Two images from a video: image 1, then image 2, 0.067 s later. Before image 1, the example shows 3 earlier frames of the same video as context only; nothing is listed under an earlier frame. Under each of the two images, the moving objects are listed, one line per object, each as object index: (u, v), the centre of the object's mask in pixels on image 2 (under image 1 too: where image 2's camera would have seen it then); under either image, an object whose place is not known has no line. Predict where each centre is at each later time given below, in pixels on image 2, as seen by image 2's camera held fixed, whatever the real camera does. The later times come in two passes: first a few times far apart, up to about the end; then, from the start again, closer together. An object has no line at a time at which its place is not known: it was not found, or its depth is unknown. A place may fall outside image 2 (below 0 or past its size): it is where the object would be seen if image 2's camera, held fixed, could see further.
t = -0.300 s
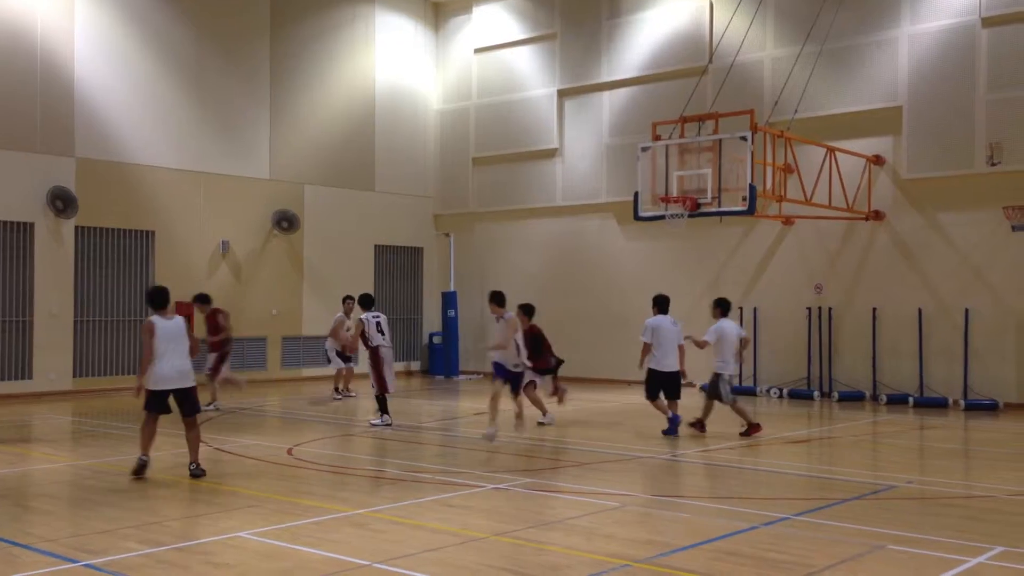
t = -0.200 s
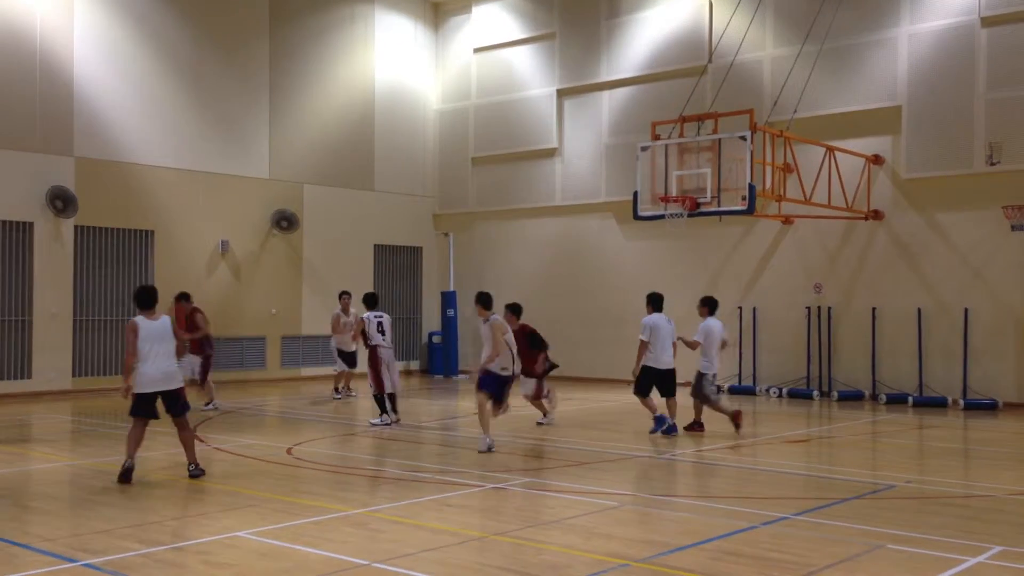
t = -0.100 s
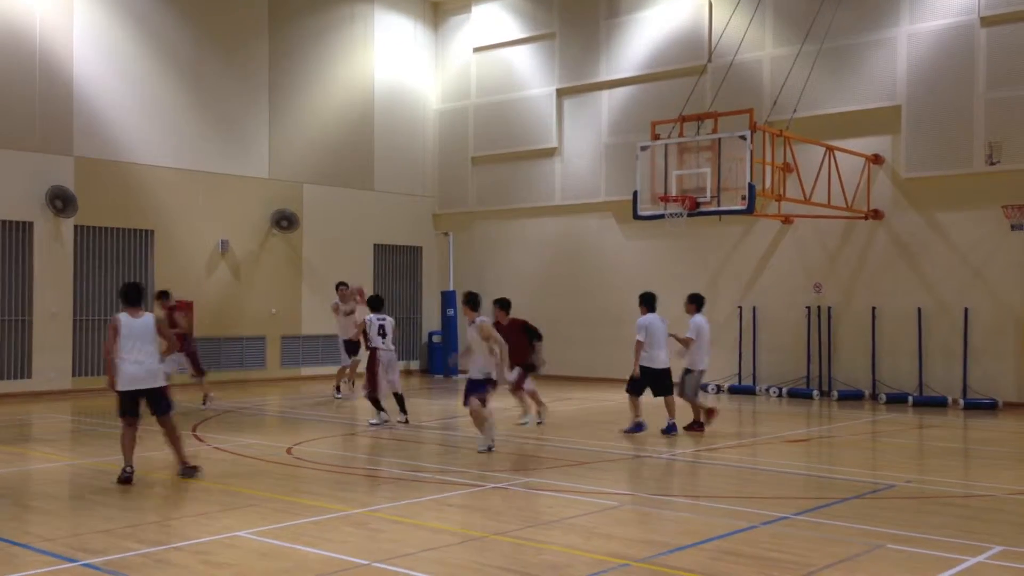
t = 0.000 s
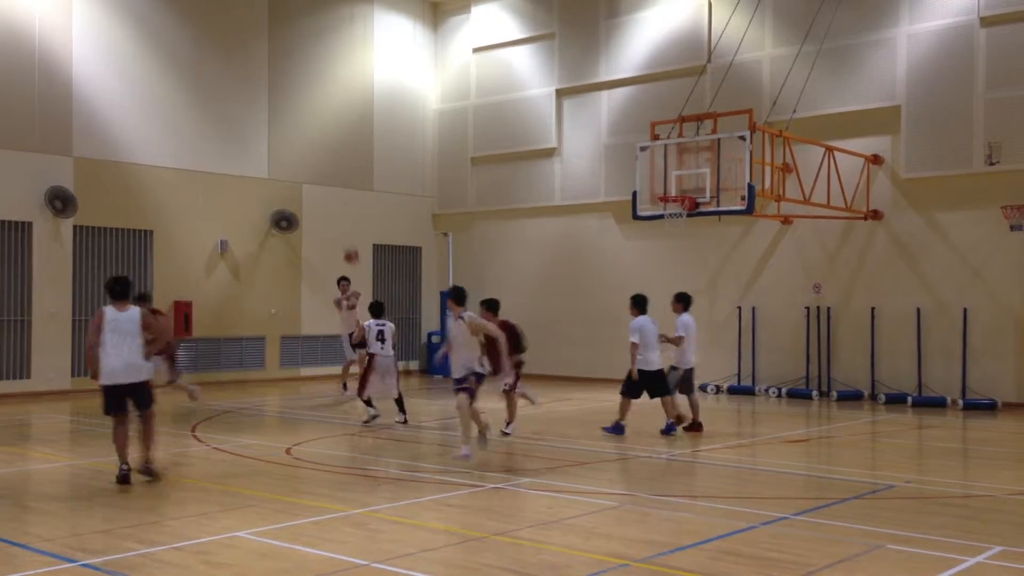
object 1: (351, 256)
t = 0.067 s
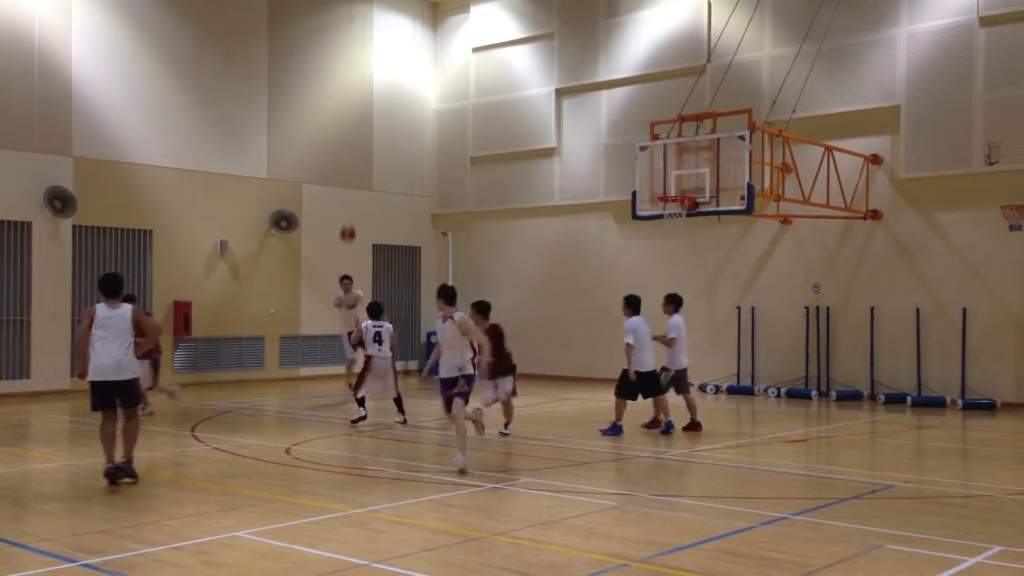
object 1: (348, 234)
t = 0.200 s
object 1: (341, 192)
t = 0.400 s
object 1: (327, 143)
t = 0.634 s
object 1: (307, 114)
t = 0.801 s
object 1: (288, 121)
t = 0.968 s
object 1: (263, 166)
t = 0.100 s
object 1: (346, 222)
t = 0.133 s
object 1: (344, 213)
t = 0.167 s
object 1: (343, 203)
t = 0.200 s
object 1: (341, 192)
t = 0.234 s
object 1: (338, 182)
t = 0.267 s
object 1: (337, 175)
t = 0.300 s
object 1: (334, 166)
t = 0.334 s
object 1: (332, 158)
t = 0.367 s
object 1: (330, 151)
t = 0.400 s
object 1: (327, 143)
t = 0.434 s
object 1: (325, 138)
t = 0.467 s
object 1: (323, 132)
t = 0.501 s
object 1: (320, 126)
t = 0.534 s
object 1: (317, 122)
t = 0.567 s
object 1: (314, 119)
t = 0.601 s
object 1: (311, 116)
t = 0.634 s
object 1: (307, 114)
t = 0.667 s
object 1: (304, 114)
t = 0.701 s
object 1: (300, 114)
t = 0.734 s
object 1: (296, 116)
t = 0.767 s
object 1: (292, 117)
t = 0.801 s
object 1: (288, 121)
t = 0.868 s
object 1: (278, 134)
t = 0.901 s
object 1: (274, 143)
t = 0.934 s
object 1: (268, 154)
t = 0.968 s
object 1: (263, 166)
